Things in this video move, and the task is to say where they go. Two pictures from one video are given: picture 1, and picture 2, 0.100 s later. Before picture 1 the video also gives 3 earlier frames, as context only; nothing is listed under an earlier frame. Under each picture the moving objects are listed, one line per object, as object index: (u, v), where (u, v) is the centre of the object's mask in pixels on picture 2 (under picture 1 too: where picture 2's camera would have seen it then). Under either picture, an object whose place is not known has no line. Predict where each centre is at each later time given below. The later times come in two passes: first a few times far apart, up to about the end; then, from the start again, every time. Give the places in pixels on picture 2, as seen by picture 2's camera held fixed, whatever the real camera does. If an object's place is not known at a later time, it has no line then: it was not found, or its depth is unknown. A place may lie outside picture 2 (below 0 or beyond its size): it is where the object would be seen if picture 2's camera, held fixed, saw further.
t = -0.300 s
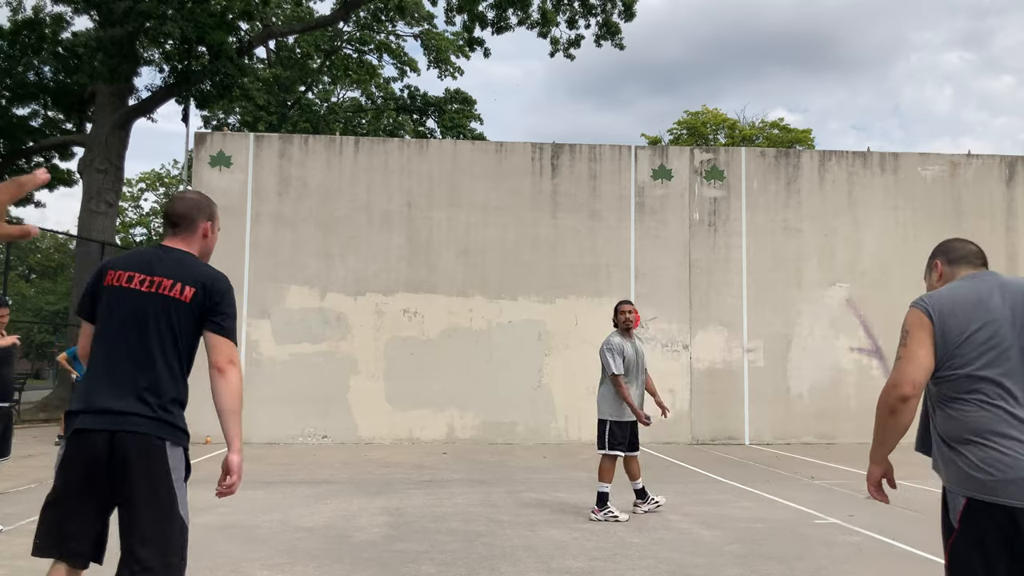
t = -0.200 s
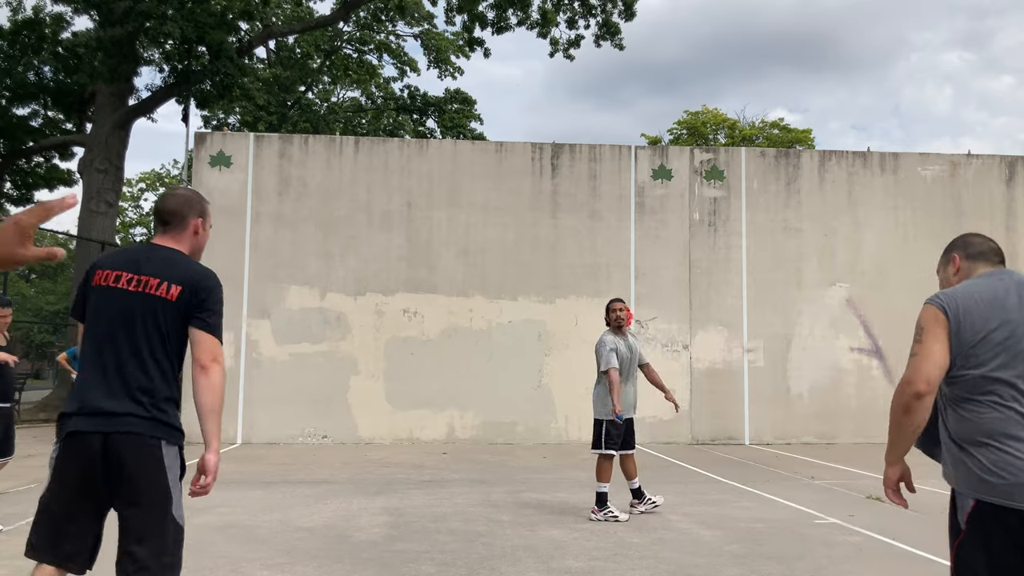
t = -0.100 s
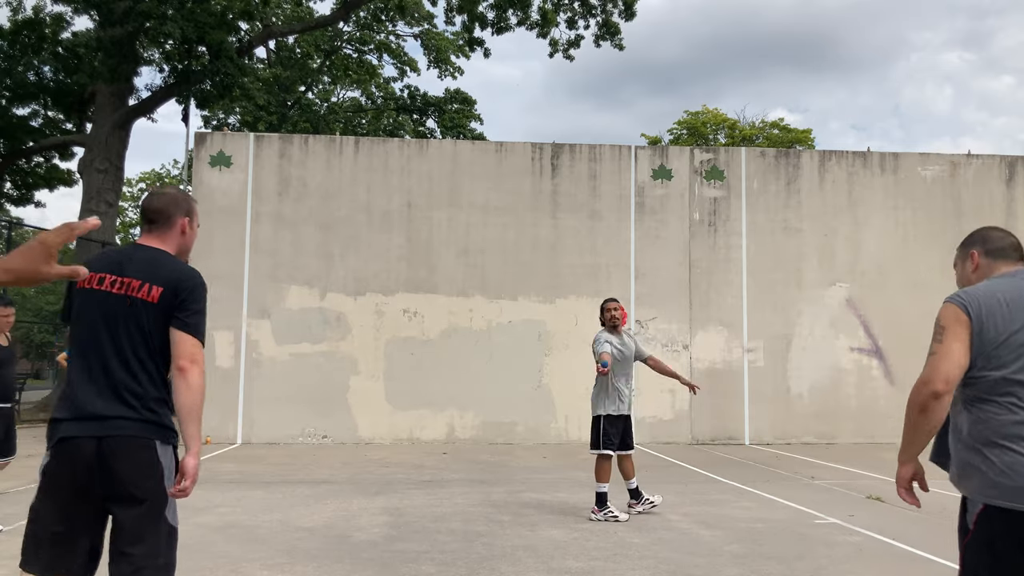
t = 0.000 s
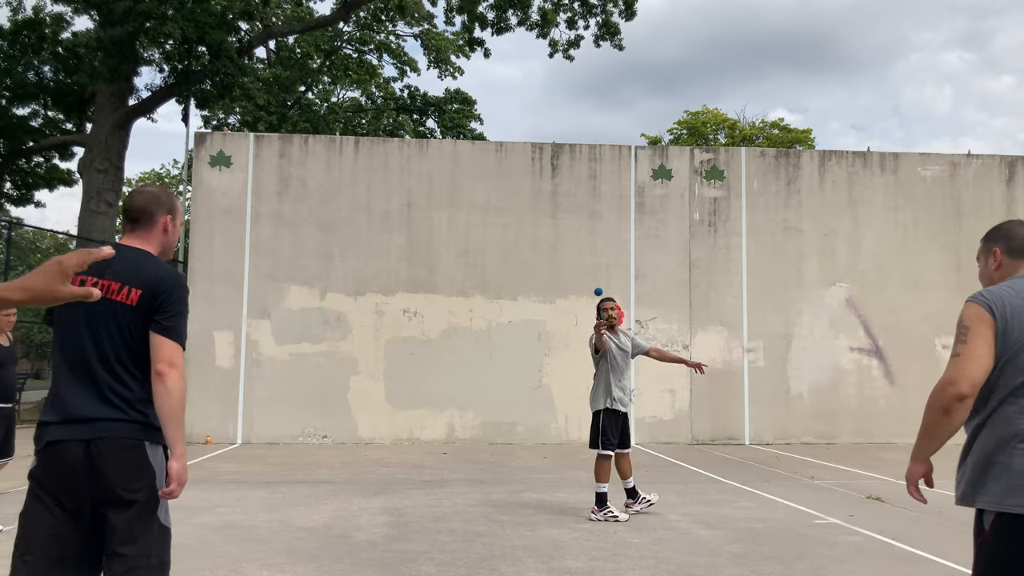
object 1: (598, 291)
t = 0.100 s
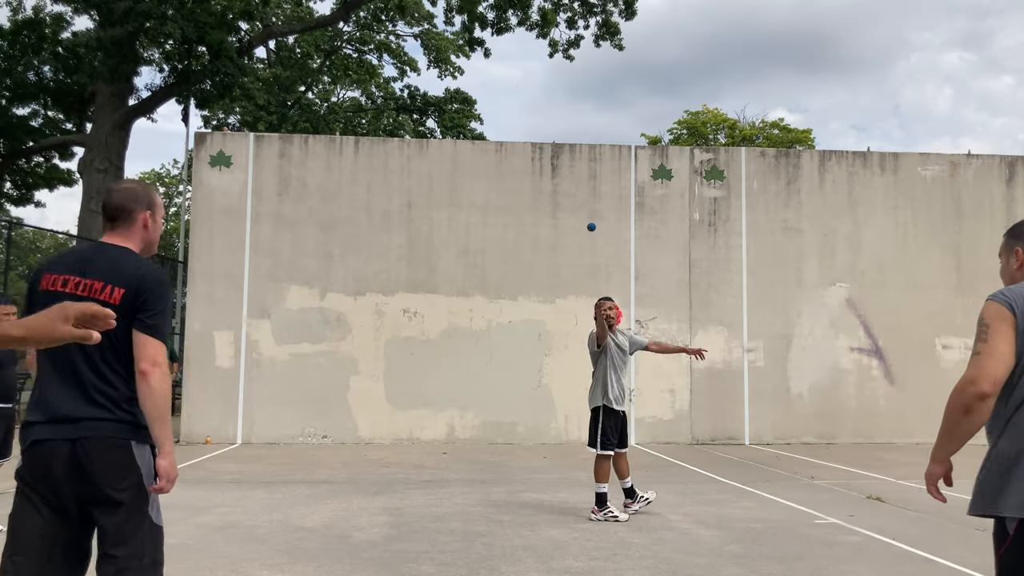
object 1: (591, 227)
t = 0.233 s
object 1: (580, 154)
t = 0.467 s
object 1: (554, 76)
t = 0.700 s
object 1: (513, 102)
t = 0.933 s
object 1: (440, 342)
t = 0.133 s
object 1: (589, 207)
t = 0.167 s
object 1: (586, 188)
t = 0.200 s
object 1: (583, 171)
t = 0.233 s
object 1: (580, 154)
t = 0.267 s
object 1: (577, 139)
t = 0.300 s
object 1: (574, 124)
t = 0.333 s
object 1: (571, 112)
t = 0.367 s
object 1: (567, 100)
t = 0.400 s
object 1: (563, 90)
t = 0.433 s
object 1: (559, 82)
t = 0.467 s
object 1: (554, 76)
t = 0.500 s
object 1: (550, 72)
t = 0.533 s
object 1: (545, 70)
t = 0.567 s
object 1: (539, 70)
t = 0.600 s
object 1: (534, 74)
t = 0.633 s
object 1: (527, 80)
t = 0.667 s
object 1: (521, 89)
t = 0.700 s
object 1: (513, 102)
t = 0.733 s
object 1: (506, 119)
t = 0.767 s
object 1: (497, 141)
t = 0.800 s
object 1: (488, 167)
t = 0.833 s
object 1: (478, 200)
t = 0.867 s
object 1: (466, 239)
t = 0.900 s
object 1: (454, 286)
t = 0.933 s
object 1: (440, 342)
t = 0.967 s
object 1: (424, 410)
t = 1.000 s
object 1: (406, 492)
